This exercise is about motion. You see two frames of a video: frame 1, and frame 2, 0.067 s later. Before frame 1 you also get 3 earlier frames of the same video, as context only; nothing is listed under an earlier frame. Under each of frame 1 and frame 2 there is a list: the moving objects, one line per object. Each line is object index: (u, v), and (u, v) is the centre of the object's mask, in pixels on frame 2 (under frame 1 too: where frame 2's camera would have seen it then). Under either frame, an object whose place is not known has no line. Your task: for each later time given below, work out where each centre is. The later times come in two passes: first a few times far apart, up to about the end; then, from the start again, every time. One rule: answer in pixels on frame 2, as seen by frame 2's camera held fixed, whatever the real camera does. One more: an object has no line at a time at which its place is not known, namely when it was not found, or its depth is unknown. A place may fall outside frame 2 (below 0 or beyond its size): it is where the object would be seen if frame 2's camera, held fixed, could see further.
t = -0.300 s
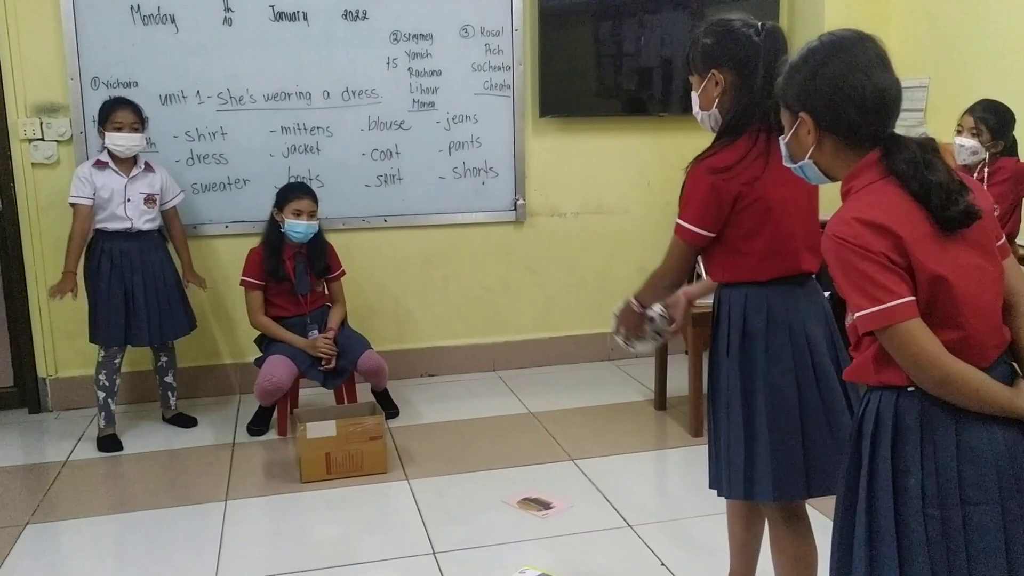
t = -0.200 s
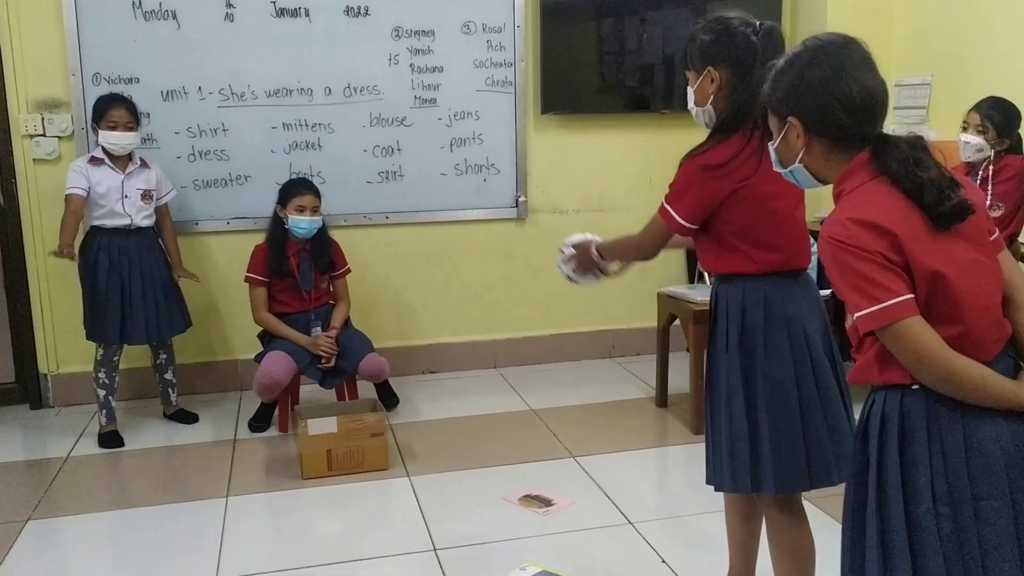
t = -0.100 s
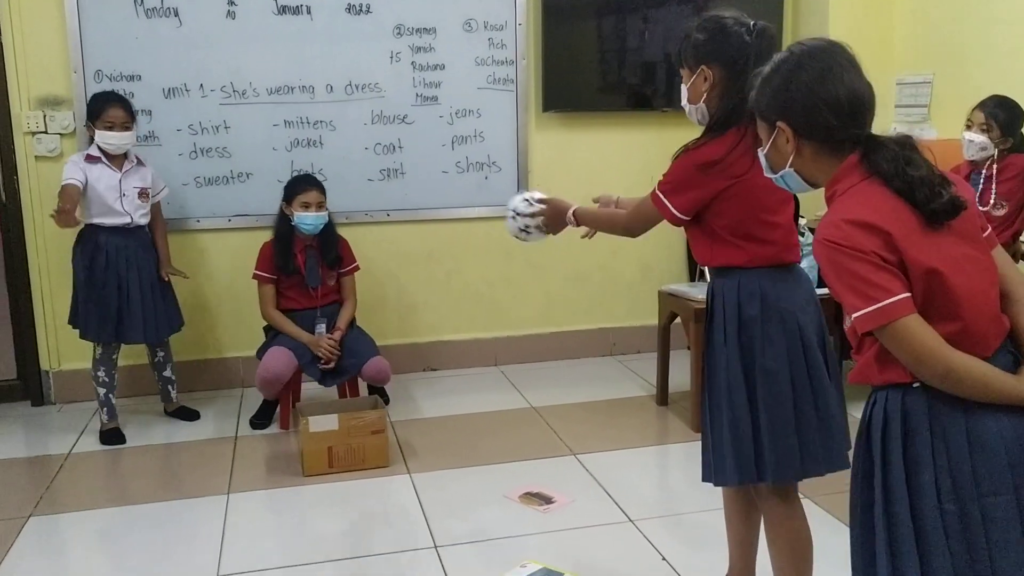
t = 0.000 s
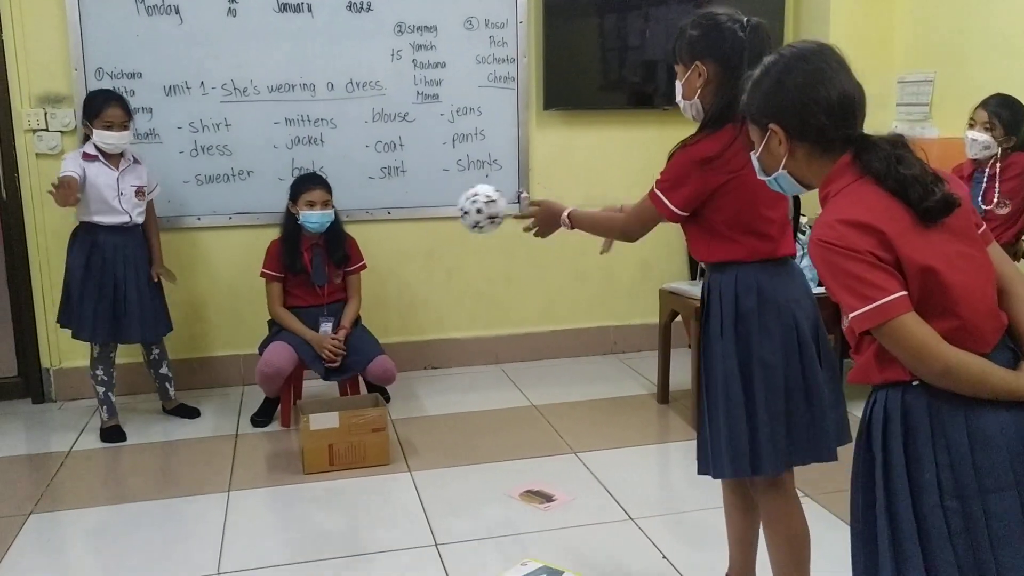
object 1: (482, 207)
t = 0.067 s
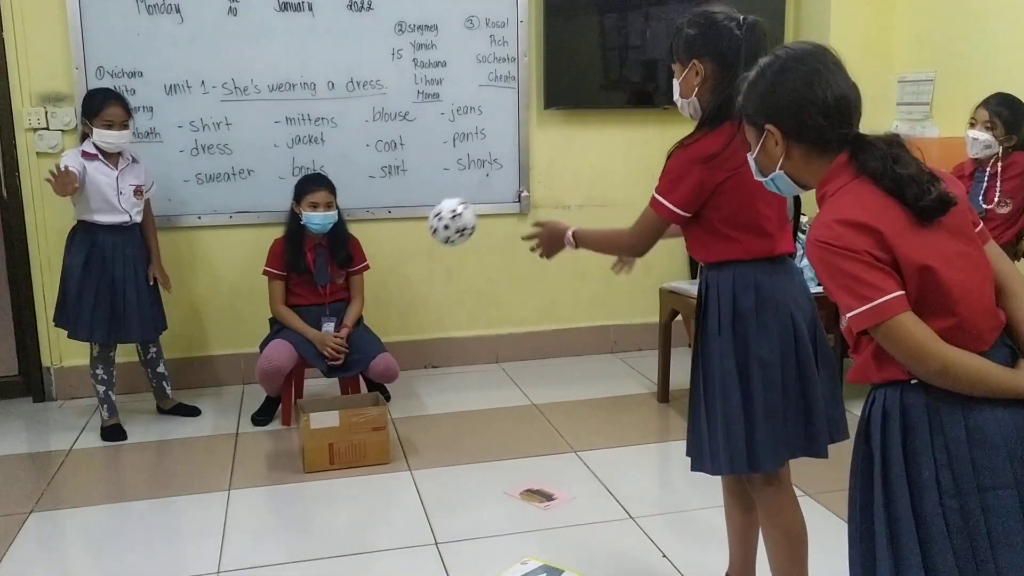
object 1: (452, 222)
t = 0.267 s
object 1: (377, 336)
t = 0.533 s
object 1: (324, 409)
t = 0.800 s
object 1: (280, 464)
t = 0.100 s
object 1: (438, 234)
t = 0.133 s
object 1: (425, 249)
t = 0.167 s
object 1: (412, 267)
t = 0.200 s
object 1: (399, 287)
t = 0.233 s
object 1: (387, 310)
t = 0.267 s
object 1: (377, 336)
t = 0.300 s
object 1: (367, 364)
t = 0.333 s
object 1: (357, 394)
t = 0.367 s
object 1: (349, 398)
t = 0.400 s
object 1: (343, 395)
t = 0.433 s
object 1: (338, 393)
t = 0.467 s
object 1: (333, 396)
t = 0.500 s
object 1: (328, 401)
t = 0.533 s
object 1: (324, 409)
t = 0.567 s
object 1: (319, 422)
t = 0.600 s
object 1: (315, 436)
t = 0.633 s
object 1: (312, 453)
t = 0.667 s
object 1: (308, 476)
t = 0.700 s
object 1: (302, 475)
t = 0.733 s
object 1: (295, 468)
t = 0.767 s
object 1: (288, 464)
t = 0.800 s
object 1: (280, 464)
